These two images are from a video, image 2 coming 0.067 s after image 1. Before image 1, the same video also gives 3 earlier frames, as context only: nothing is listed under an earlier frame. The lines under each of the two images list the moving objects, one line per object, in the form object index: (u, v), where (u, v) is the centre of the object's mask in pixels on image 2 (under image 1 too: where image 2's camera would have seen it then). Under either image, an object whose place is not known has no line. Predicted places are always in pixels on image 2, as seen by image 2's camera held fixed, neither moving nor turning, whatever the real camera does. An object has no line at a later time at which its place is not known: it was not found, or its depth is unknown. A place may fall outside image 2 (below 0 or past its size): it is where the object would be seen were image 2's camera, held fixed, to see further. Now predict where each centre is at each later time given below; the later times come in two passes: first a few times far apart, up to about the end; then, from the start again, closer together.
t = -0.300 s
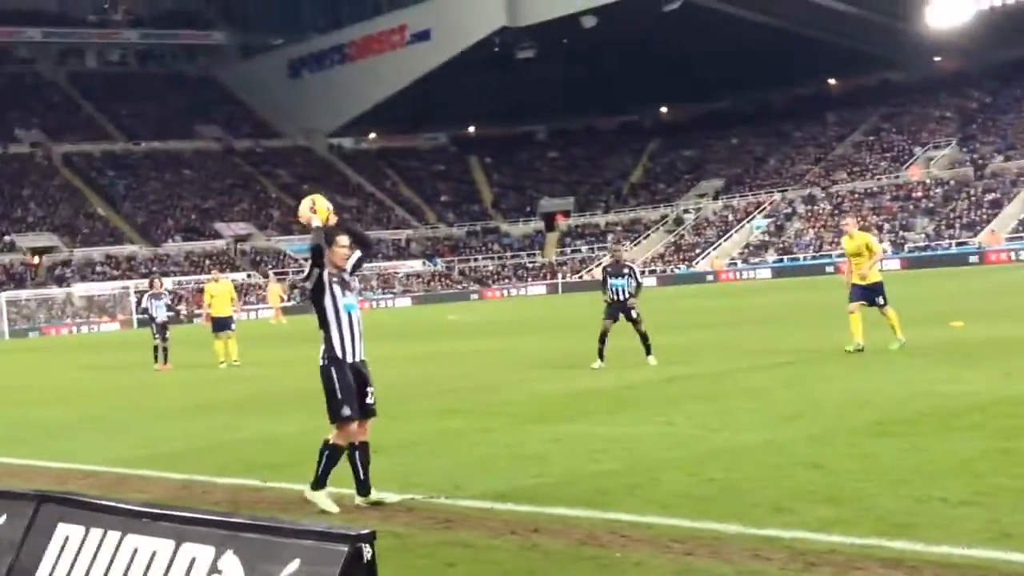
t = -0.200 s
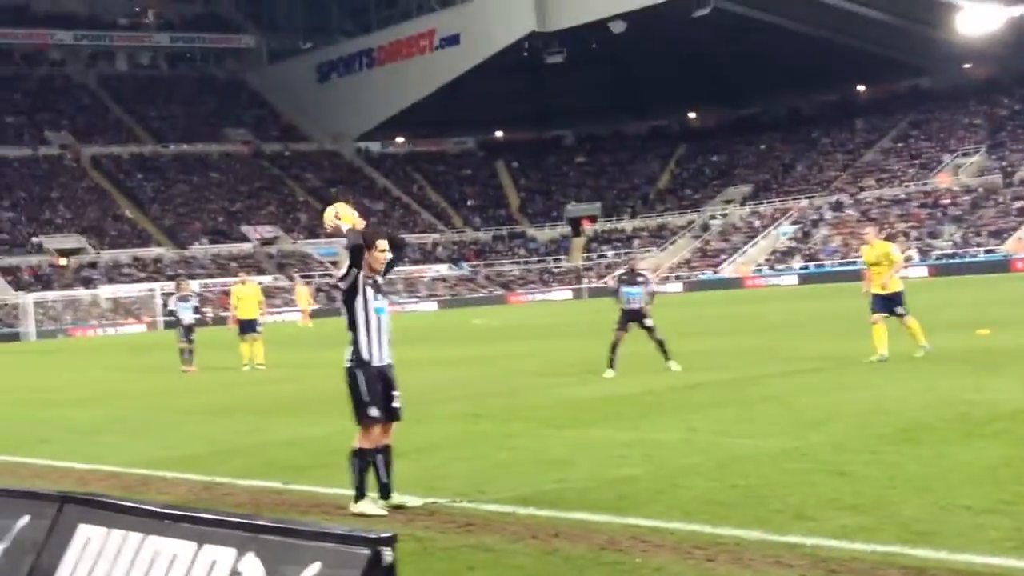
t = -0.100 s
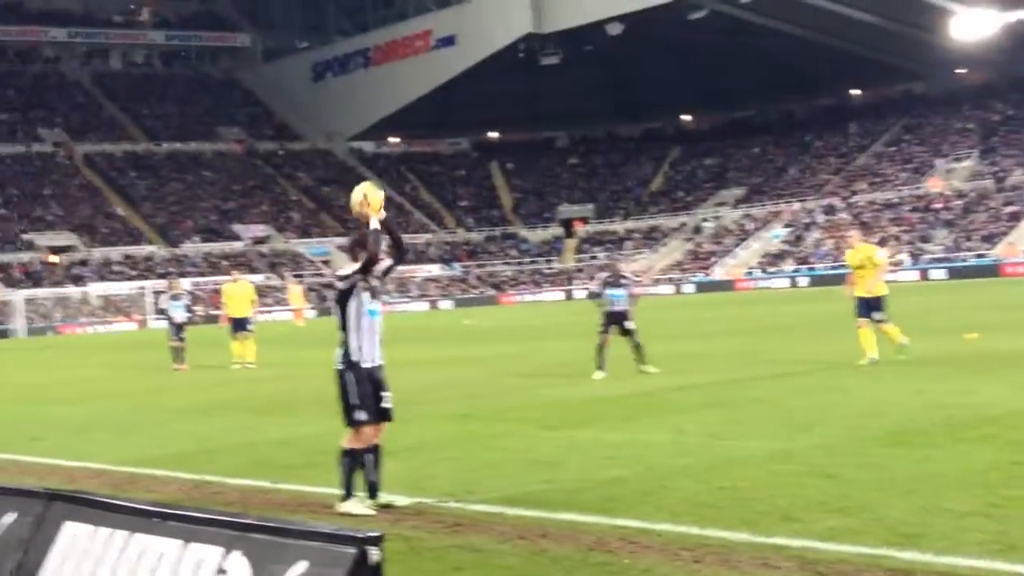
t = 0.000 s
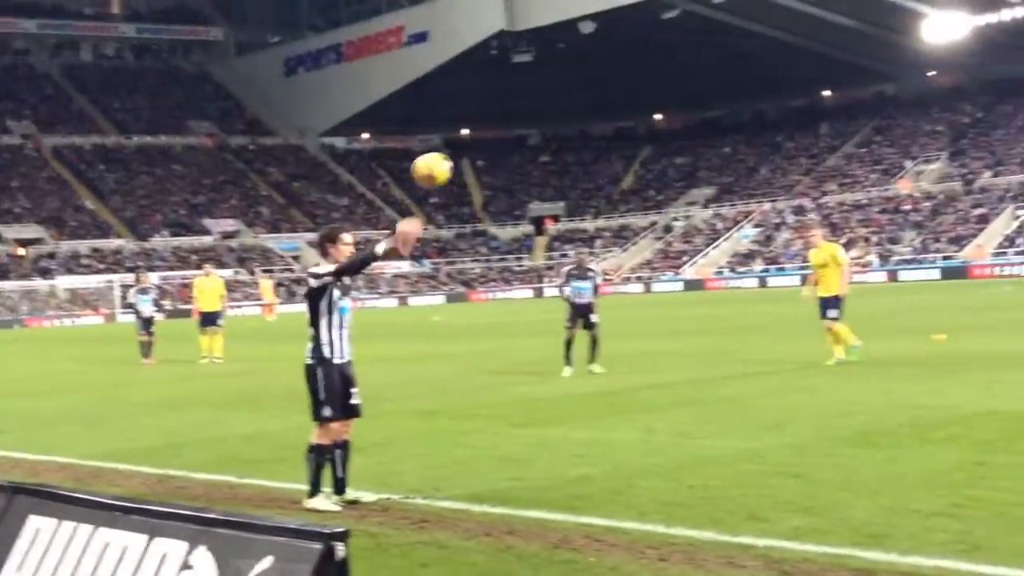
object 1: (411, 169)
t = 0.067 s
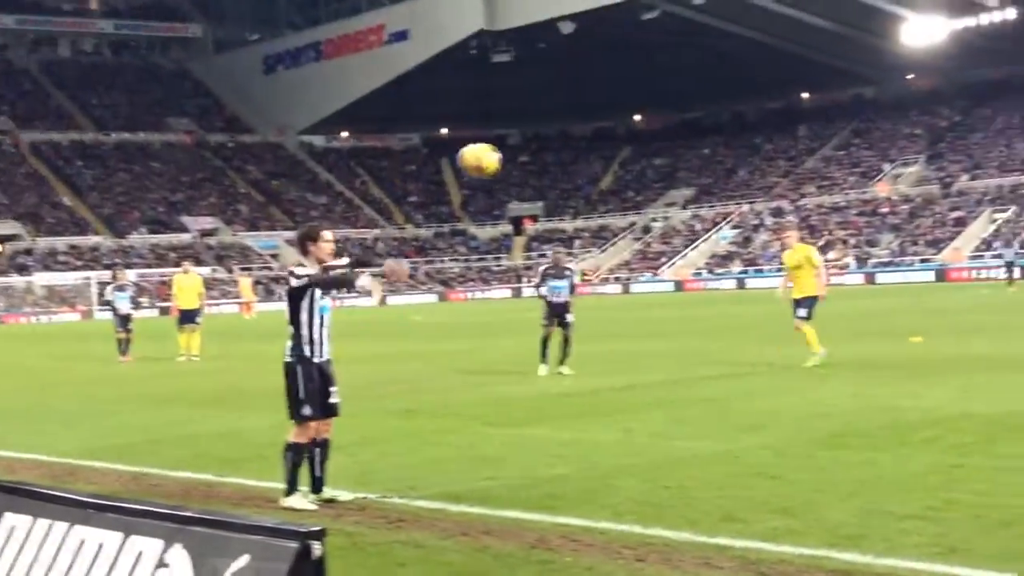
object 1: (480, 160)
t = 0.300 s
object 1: (734, 186)
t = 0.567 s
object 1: (1066, 342)
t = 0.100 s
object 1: (515, 159)
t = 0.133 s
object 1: (550, 159)
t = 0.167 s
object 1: (586, 161)
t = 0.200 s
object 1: (622, 163)
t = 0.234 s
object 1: (659, 170)
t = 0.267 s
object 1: (697, 177)
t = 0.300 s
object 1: (734, 186)
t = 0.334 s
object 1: (773, 197)
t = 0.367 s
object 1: (814, 210)
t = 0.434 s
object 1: (894, 243)
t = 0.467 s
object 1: (936, 266)
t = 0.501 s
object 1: (978, 289)
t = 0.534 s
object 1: (1021, 315)
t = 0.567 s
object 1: (1066, 342)
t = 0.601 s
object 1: (1111, 372)
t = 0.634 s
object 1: (1158, 404)
